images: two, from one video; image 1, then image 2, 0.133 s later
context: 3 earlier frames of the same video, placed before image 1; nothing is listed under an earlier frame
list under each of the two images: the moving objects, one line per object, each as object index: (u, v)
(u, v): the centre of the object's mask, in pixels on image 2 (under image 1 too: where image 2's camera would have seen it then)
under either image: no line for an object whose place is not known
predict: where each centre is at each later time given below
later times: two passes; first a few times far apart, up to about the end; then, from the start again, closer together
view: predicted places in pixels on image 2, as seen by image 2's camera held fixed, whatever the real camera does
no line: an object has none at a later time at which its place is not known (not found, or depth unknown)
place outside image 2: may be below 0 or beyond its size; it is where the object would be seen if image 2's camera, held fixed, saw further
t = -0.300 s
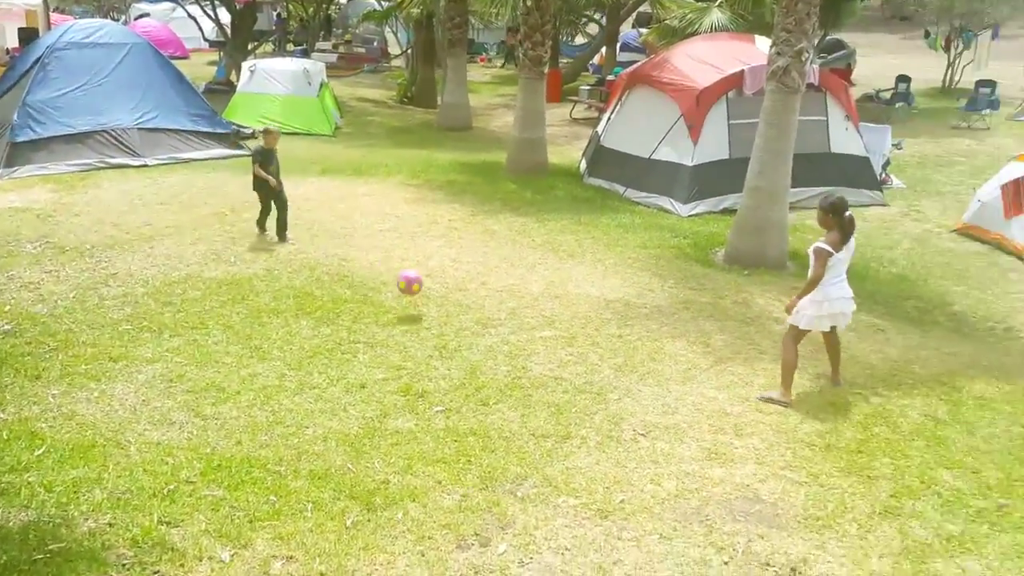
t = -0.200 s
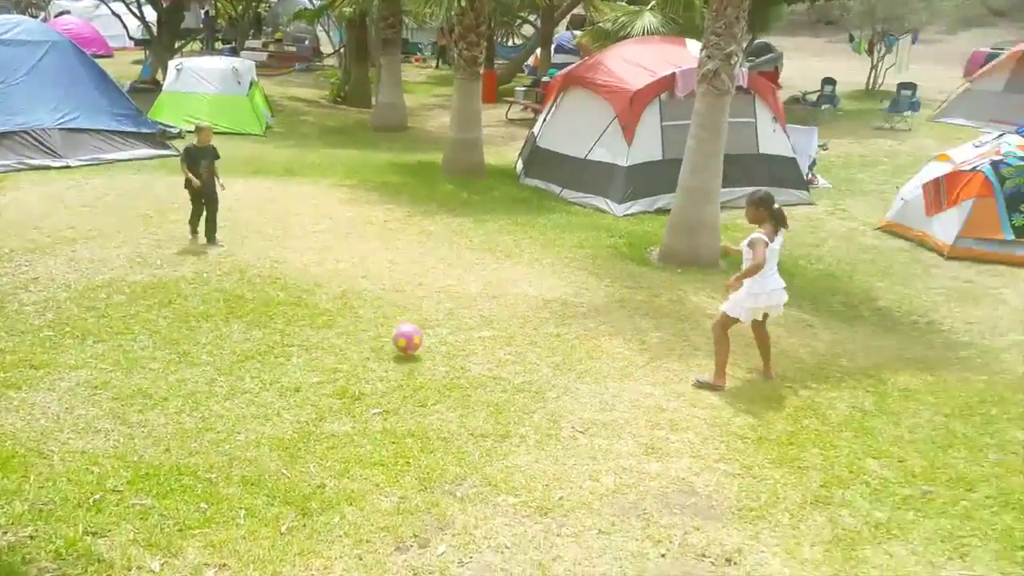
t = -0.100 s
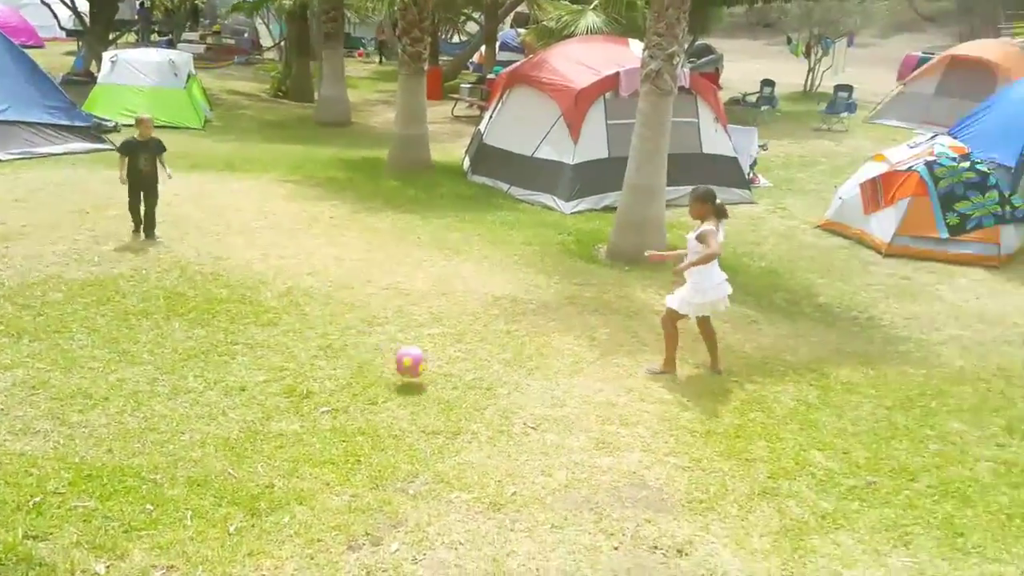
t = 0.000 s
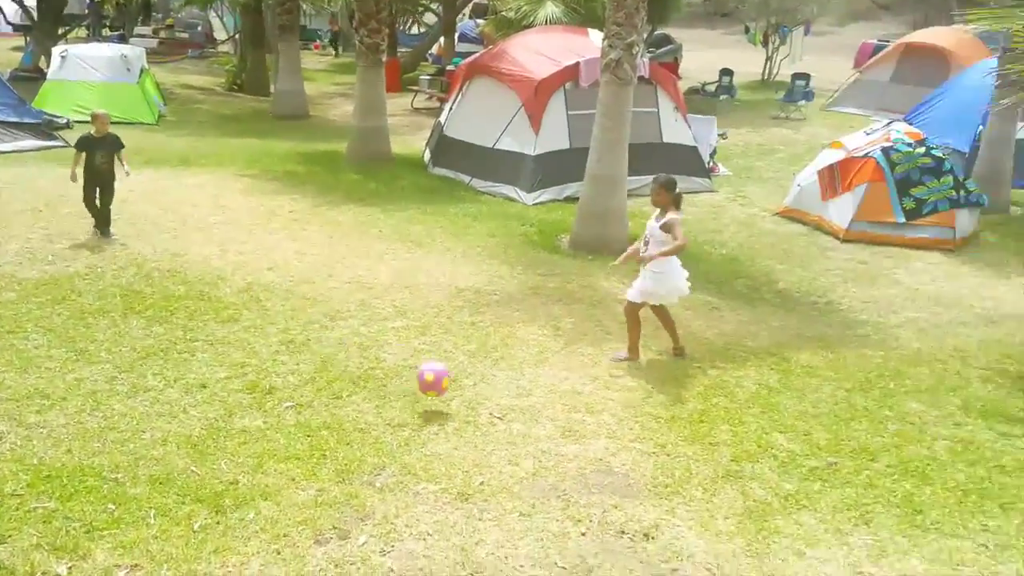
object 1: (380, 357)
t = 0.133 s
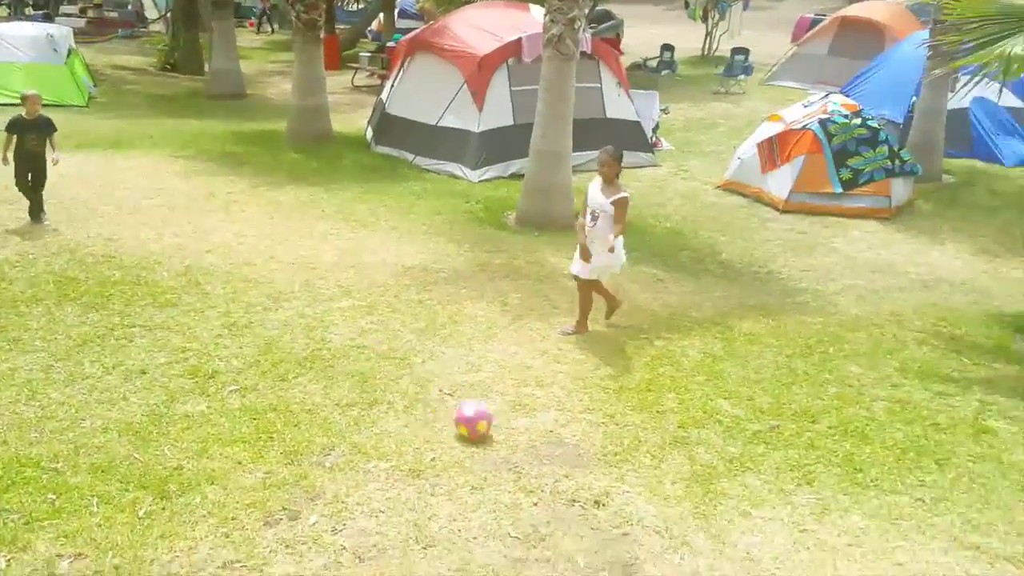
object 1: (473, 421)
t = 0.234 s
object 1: (543, 437)
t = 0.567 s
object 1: (841, 547)
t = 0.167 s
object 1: (497, 429)
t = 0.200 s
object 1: (519, 433)
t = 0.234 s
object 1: (543, 437)
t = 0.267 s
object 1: (571, 444)
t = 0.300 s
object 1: (597, 455)
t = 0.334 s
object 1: (622, 466)
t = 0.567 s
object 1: (841, 547)
